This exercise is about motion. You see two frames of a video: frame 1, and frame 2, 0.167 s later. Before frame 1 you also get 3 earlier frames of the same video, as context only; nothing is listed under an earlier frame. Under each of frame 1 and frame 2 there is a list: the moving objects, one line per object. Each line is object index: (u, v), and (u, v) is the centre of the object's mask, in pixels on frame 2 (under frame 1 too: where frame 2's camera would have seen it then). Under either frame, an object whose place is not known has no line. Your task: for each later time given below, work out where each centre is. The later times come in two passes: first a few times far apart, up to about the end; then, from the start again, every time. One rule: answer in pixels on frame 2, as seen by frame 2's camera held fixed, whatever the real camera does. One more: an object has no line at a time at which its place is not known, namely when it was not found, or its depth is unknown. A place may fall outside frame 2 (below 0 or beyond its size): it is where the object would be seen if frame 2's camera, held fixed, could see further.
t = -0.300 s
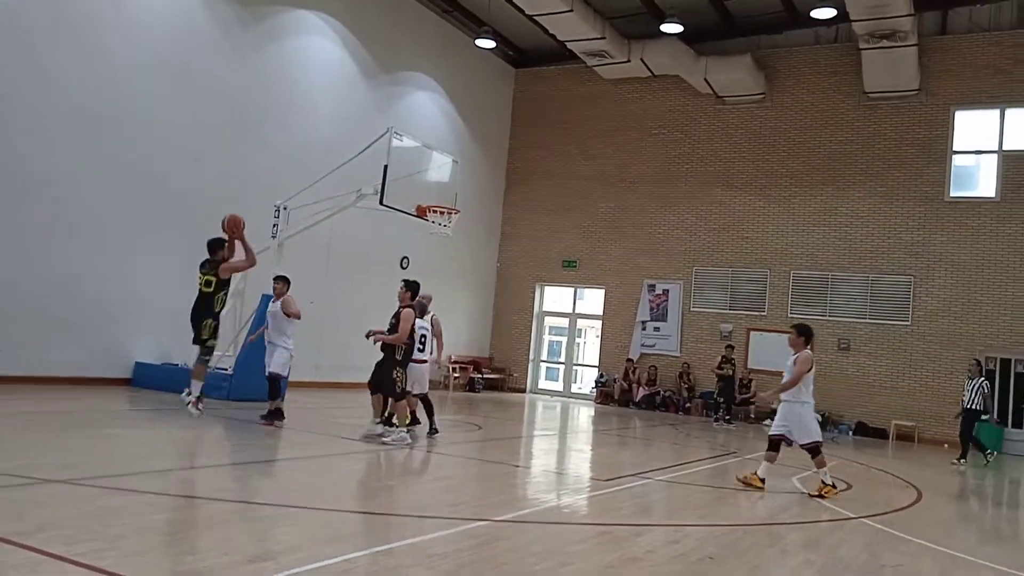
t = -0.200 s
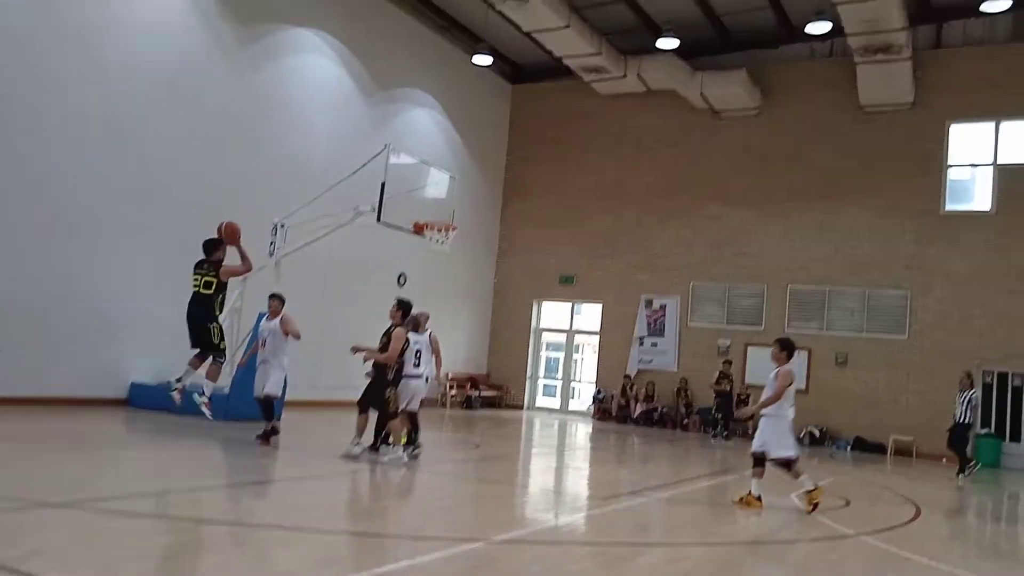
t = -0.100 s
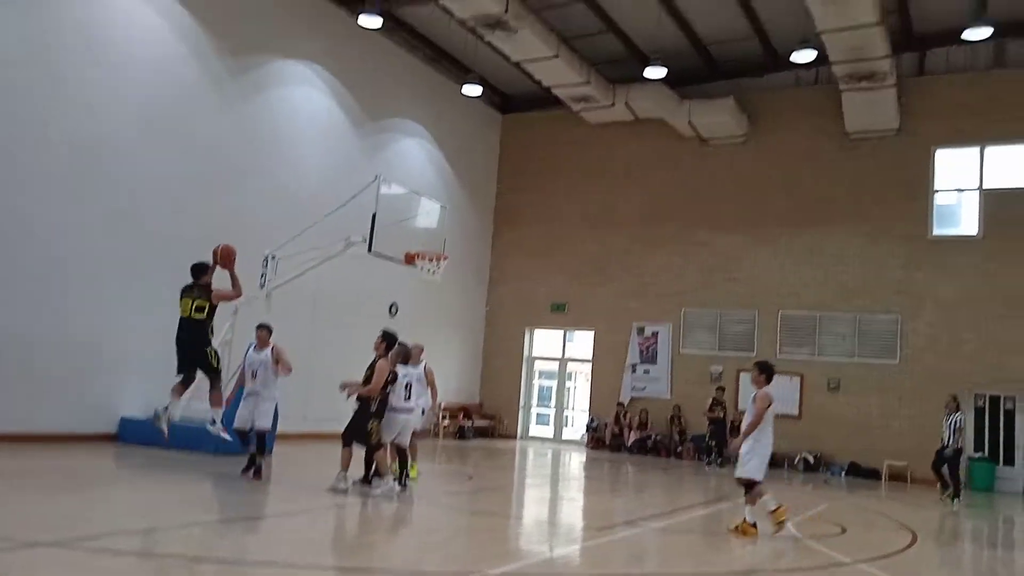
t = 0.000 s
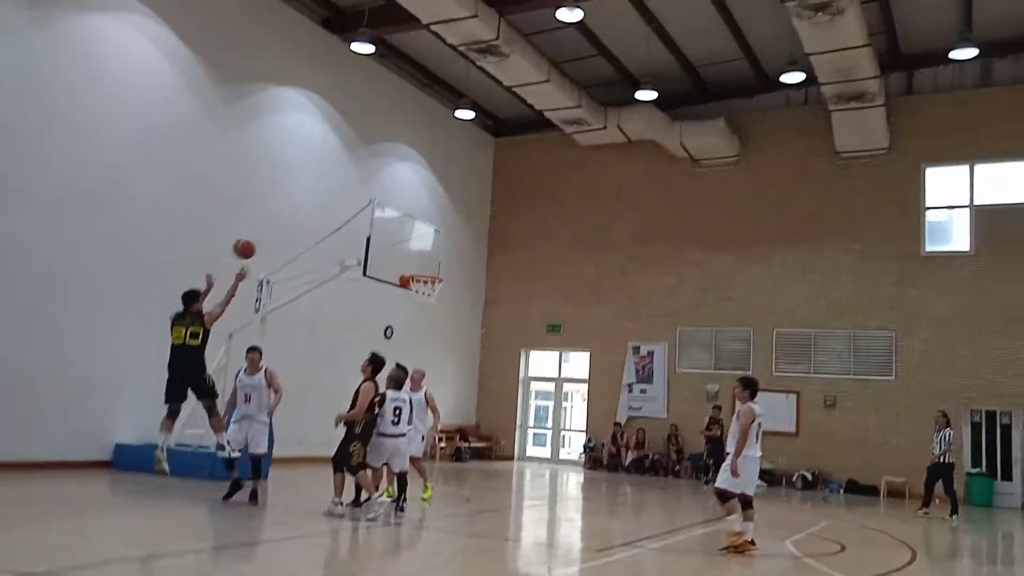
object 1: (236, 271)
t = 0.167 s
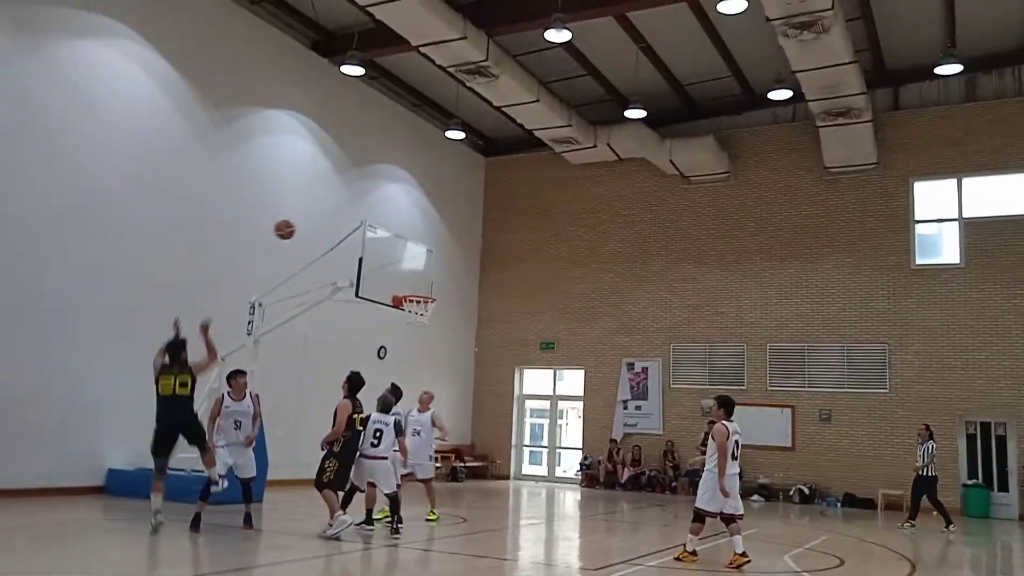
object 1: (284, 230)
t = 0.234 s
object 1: (302, 221)
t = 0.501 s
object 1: (361, 220)
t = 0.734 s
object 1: (401, 258)
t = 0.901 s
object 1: (424, 290)
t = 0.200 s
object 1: (293, 225)
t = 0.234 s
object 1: (302, 221)
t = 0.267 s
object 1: (310, 218)
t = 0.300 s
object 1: (318, 216)
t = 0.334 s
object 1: (326, 214)
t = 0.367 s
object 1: (333, 214)
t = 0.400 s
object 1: (340, 214)
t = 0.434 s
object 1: (348, 215)
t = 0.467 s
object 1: (354, 217)
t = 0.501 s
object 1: (361, 220)
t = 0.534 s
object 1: (367, 223)
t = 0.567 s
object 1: (373, 227)
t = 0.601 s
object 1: (379, 232)
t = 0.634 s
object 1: (385, 238)
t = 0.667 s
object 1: (390, 244)
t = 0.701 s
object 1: (396, 251)
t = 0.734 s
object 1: (401, 258)
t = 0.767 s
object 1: (406, 266)
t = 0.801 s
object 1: (412, 275)
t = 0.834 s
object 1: (417, 284)
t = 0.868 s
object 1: (421, 289)
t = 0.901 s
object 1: (424, 290)
